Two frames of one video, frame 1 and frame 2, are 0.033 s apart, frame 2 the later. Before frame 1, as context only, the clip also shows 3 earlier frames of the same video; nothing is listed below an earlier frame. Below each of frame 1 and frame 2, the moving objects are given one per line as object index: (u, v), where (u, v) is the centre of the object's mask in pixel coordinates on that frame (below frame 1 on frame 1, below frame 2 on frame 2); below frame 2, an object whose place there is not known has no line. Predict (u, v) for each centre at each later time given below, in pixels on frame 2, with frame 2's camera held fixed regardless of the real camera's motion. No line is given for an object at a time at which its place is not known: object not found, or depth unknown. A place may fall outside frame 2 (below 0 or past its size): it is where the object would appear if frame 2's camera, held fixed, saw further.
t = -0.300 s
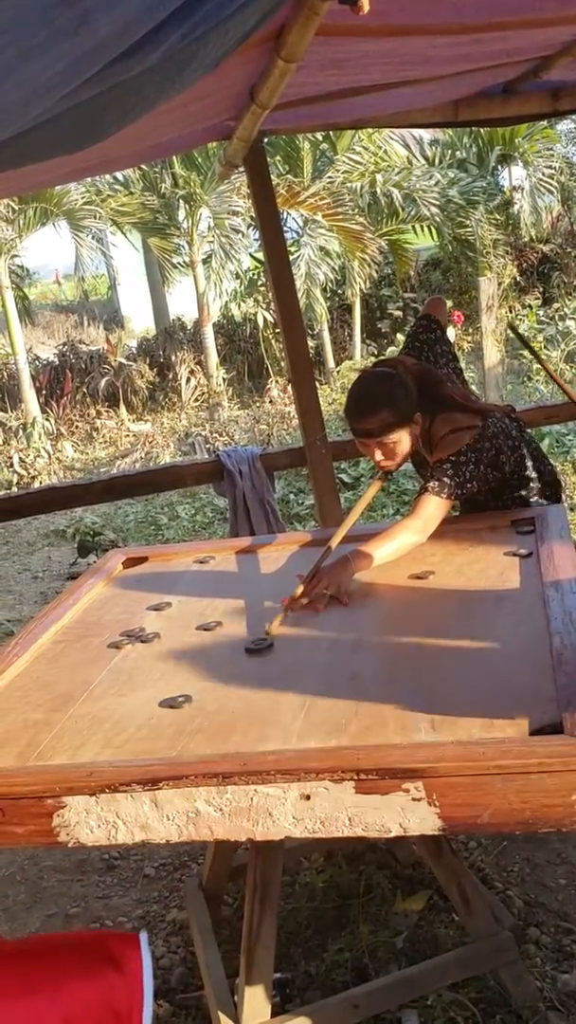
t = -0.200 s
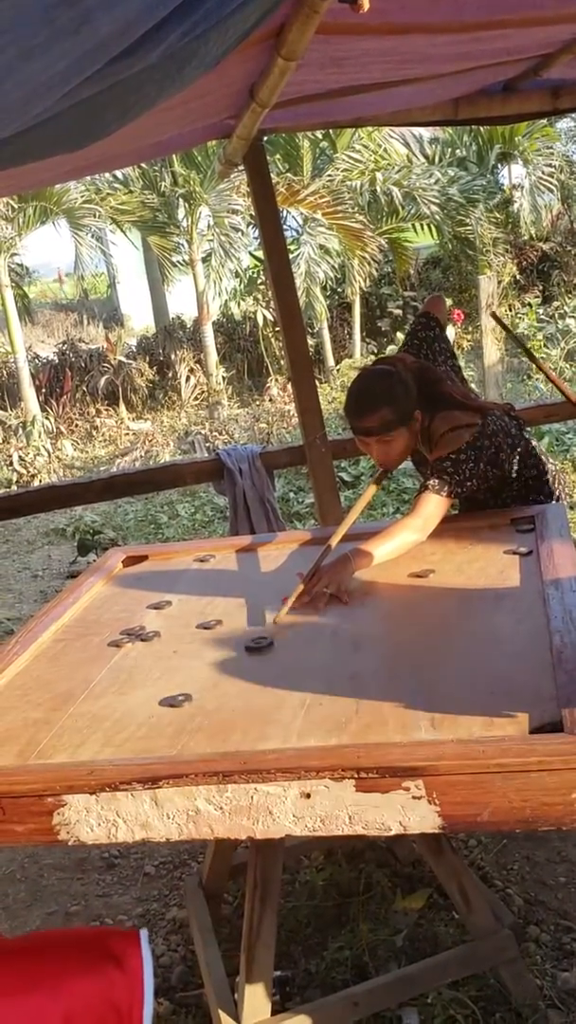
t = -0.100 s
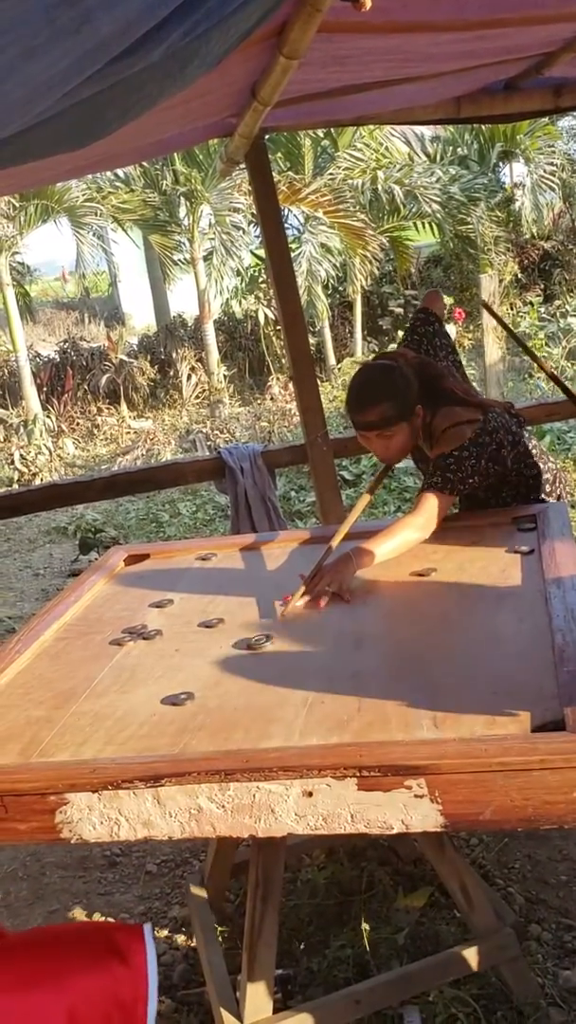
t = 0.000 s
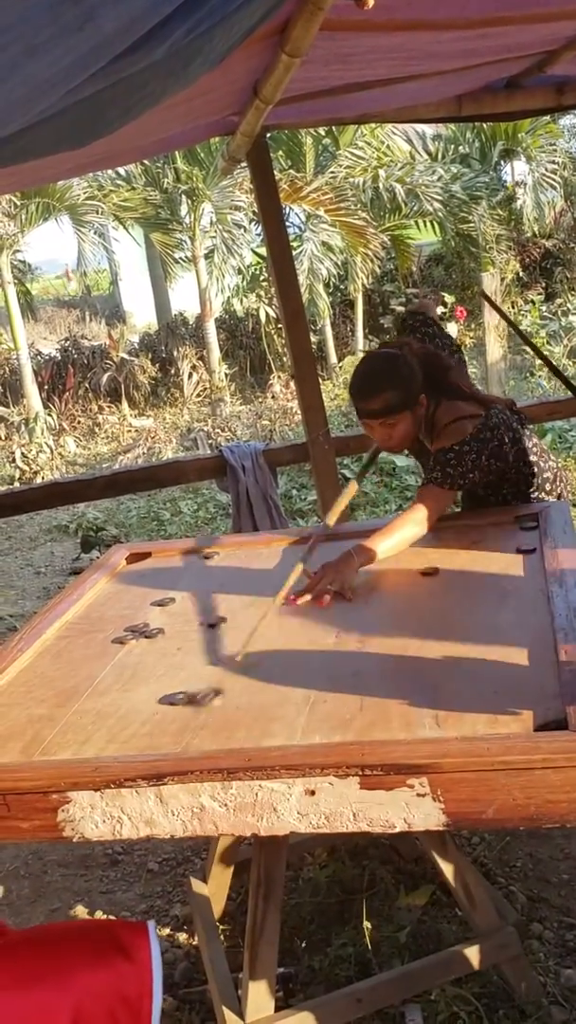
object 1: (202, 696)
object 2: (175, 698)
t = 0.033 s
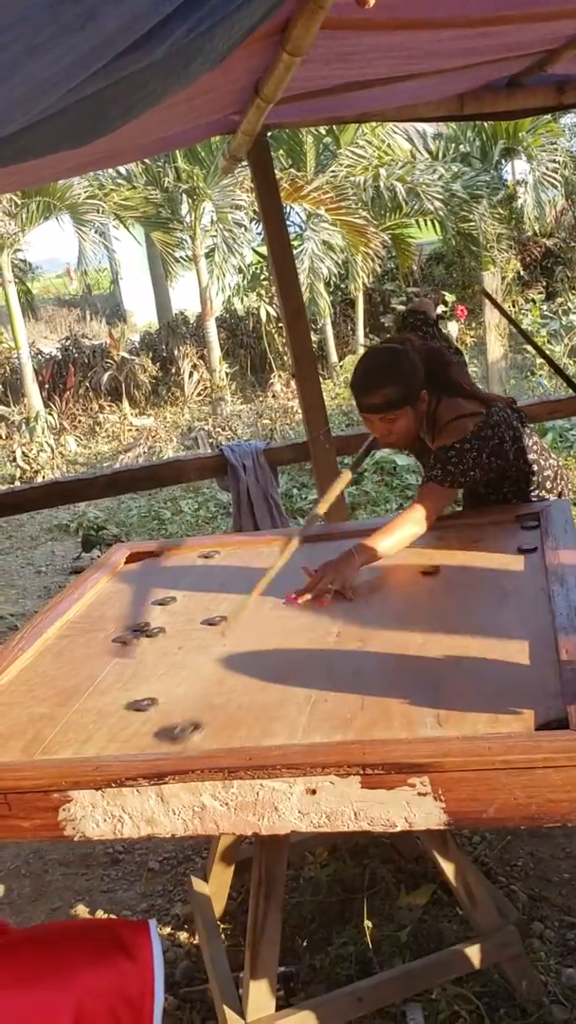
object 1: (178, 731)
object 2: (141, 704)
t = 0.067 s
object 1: (177, 731)
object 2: (108, 710)
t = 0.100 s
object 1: (192, 710)
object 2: (77, 717)
